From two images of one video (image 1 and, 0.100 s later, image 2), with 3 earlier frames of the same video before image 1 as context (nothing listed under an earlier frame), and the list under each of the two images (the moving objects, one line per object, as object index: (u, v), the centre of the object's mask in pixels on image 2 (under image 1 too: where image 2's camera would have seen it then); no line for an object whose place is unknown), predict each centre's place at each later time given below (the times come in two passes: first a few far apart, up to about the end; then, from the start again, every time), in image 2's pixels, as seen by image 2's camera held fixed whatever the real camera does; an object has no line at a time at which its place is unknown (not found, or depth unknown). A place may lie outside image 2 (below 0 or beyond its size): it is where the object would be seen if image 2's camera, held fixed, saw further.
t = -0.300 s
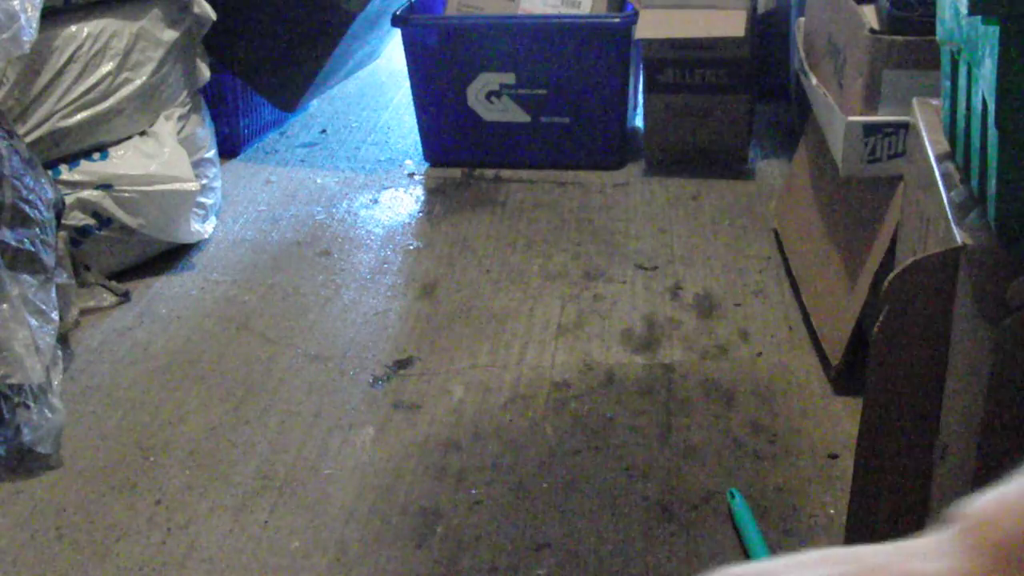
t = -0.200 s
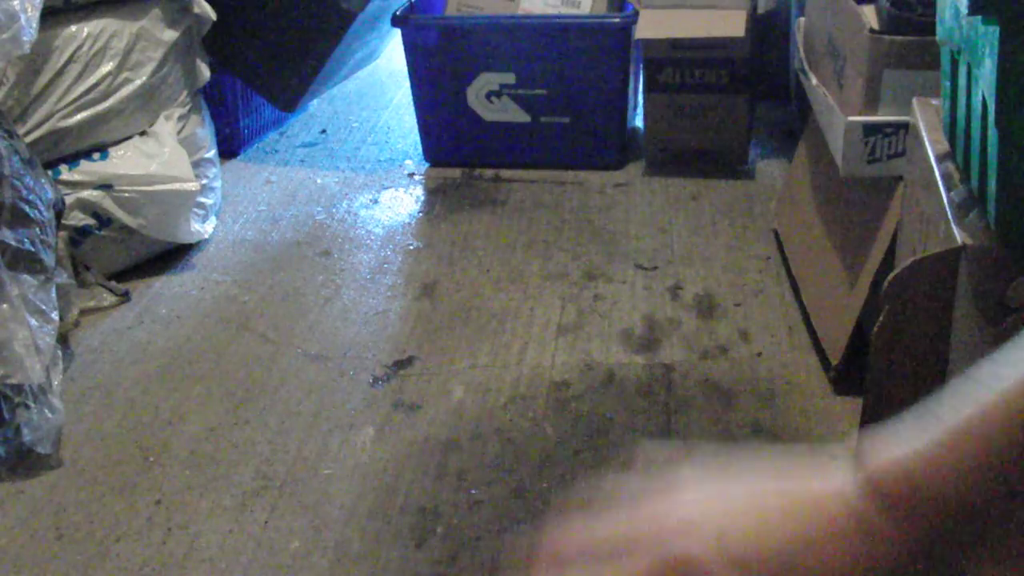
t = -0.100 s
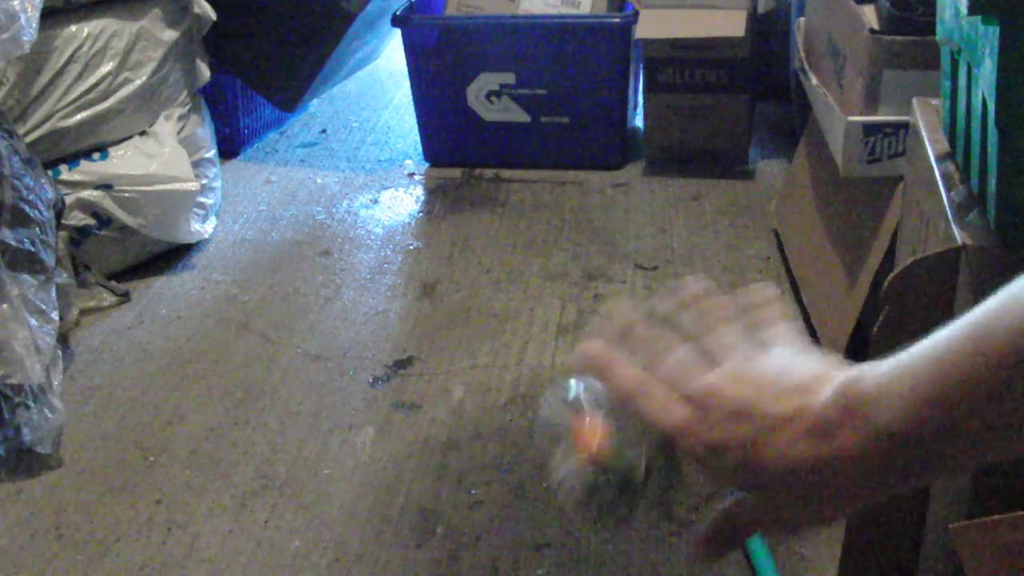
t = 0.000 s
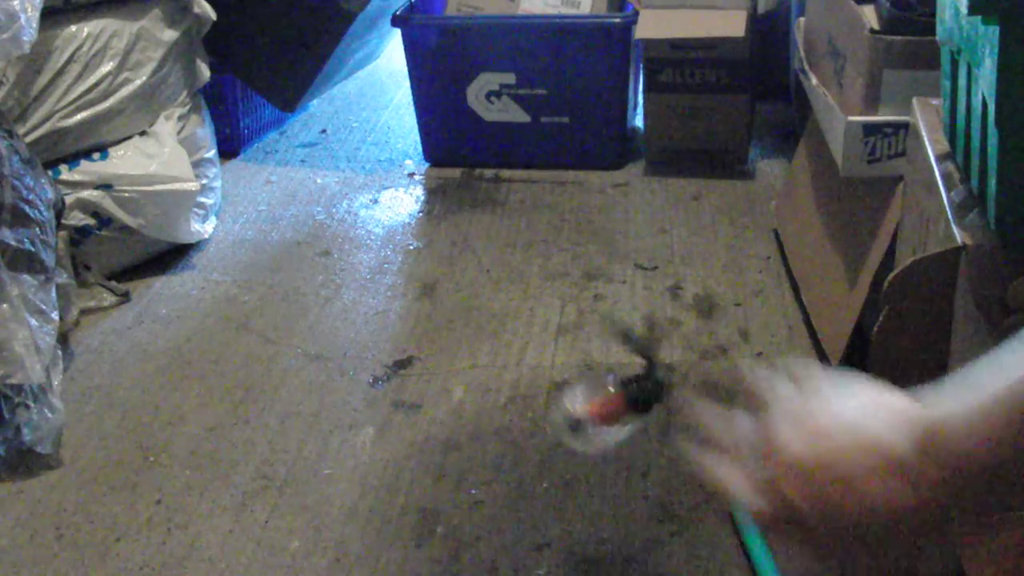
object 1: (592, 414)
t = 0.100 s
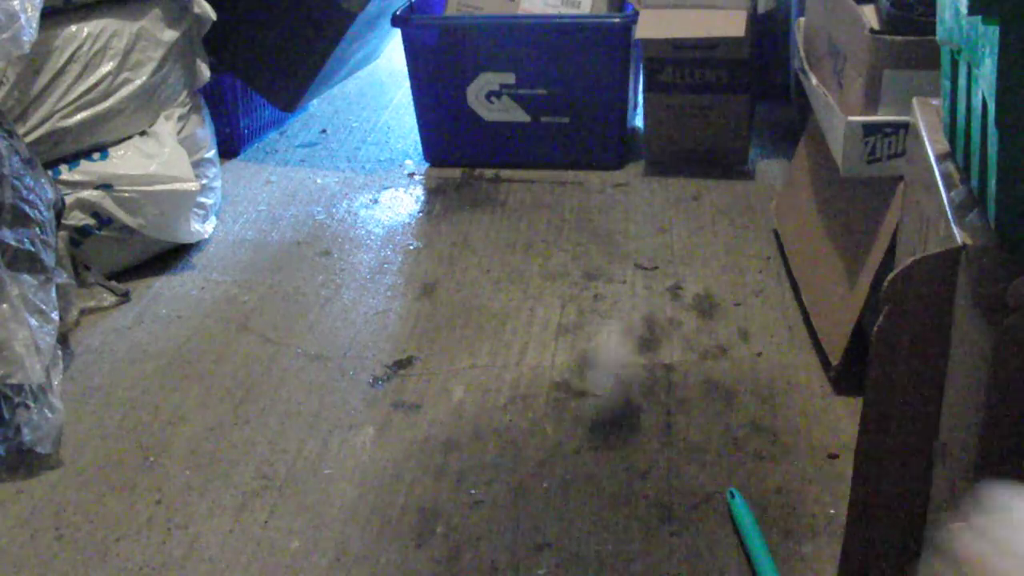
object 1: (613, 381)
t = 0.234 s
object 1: (605, 208)
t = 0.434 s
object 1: (615, 182)
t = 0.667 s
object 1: (663, 149)
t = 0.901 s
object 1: (697, 164)
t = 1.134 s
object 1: (718, 164)
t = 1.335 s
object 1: (722, 165)
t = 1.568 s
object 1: (722, 164)
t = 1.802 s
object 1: (722, 164)
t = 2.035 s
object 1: (722, 164)
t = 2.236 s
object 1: (722, 164)
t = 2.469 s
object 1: (725, 165)
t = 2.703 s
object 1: (723, 164)
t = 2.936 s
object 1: (724, 165)
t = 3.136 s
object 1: (724, 165)
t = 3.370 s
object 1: (724, 164)
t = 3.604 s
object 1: (724, 164)
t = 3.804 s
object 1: (724, 164)
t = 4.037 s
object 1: (724, 166)
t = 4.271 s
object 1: (724, 165)
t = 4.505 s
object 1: (724, 165)
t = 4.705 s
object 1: (724, 165)
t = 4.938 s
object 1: (723, 164)
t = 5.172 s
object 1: (723, 165)
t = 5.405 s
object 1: (723, 165)
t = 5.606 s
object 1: (724, 165)
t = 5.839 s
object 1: (723, 165)
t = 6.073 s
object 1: (724, 165)
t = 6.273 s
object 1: (723, 165)
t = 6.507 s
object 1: (723, 164)
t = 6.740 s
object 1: (723, 164)
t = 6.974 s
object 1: (723, 163)
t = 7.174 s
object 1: (724, 165)
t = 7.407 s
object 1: (723, 164)
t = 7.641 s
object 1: (723, 164)
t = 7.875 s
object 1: (724, 164)
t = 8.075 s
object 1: (723, 164)
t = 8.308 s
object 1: (723, 163)
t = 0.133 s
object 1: (615, 329)
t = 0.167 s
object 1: (612, 268)
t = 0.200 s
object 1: (610, 245)
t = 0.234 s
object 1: (605, 208)
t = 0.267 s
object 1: (606, 191)
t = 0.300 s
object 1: (610, 177)
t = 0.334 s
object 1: (612, 169)
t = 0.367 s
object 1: (613, 176)
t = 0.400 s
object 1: (612, 172)
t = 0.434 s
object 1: (615, 182)
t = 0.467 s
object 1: (615, 172)
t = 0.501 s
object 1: (615, 154)
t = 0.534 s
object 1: (618, 141)
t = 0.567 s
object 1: (627, 132)
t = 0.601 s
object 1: (639, 128)
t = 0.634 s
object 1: (651, 144)
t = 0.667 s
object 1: (663, 149)
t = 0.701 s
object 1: (670, 152)
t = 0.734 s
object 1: (677, 157)
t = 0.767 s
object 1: (683, 162)
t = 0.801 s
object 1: (686, 162)
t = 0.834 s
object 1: (690, 164)
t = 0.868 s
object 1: (694, 163)
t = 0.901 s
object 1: (697, 164)
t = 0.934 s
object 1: (700, 164)
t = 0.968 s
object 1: (704, 164)
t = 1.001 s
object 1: (706, 165)
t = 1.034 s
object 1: (710, 165)
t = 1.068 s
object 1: (713, 165)
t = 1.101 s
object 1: (715, 165)
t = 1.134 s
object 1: (718, 164)
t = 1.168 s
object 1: (720, 164)
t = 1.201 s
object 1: (722, 164)
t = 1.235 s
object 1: (722, 165)
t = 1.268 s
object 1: (722, 164)
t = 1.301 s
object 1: (722, 165)
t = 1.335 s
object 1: (722, 165)
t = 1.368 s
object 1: (722, 164)
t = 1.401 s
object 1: (722, 164)
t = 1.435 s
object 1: (722, 164)
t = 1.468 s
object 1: (722, 164)
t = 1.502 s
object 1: (722, 164)
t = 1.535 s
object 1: (722, 164)
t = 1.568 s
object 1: (722, 164)
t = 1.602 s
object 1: (722, 165)
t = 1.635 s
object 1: (722, 164)
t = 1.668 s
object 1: (722, 164)
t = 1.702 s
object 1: (722, 164)
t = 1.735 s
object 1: (722, 164)
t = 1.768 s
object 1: (722, 164)
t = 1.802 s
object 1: (722, 164)
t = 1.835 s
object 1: (722, 164)
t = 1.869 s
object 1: (722, 164)
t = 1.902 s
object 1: (722, 164)
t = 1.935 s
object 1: (722, 164)
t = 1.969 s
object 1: (722, 164)
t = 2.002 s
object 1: (722, 164)
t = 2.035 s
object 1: (722, 164)
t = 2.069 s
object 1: (722, 164)
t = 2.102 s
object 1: (722, 164)
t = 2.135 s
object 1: (722, 164)
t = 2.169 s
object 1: (722, 164)
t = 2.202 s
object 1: (722, 164)
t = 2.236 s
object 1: (722, 164)
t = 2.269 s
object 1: (722, 164)
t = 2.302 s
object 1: (722, 165)
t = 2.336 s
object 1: (722, 165)
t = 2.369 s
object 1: (723, 165)
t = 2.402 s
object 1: (724, 165)
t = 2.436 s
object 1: (725, 164)
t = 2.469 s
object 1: (725, 165)
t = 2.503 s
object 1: (725, 165)
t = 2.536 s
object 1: (725, 165)
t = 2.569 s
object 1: (725, 165)
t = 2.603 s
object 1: (724, 165)
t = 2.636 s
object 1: (723, 165)
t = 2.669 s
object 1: (723, 164)
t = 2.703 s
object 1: (723, 164)
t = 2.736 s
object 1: (724, 165)
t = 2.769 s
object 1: (724, 165)
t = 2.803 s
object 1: (725, 165)
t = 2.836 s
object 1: (724, 165)
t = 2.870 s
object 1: (724, 165)
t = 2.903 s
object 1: (724, 165)
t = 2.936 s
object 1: (724, 165)
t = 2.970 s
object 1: (724, 165)
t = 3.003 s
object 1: (724, 165)
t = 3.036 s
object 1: (725, 165)
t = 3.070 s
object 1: (725, 165)
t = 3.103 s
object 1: (724, 165)
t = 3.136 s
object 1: (724, 165)
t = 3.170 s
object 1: (723, 165)
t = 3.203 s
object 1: (723, 164)
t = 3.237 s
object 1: (724, 165)
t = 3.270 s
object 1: (724, 165)
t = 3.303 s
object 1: (724, 164)
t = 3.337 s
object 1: (724, 164)
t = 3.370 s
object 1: (724, 164)
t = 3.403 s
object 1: (724, 165)
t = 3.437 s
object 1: (724, 164)
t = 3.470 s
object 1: (724, 164)
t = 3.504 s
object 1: (724, 165)
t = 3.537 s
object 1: (724, 164)
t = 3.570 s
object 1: (723, 164)
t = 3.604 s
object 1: (724, 164)
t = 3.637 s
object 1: (724, 164)
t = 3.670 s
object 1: (724, 164)
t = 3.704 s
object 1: (724, 164)
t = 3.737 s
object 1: (724, 164)
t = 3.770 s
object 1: (723, 164)
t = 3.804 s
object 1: (724, 164)
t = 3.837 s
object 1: (724, 164)
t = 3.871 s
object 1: (724, 165)
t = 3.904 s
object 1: (724, 165)
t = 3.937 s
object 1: (723, 165)
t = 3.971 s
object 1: (724, 165)
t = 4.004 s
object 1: (724, 165)
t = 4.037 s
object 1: (724, 166)
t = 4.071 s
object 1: (724, 166)
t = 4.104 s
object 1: (724, 165)
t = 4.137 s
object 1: (724, 166)
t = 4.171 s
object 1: (724, 165)
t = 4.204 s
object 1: (724, 165)
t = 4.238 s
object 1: (724, 165)
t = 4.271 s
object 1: (724, 165)
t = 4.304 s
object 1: (724, 165)
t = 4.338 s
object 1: (724, 165)
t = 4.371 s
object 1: (724, 165)
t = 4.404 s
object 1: (724, 165)
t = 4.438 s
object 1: (724, 165)
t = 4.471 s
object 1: (724, 165)
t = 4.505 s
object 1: (724, 165)
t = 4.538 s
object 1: (724, 165)
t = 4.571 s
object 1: (724, 165)
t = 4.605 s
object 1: (725, 165)
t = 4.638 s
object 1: (724, 165)
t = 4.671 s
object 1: (724, 165)
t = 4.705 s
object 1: (724, 165)
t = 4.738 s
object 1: (724, 165)
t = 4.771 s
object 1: (724, 165)
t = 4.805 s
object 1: (724, 165)
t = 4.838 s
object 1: (724, 165)
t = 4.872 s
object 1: (723, 165)
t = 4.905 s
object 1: (723, 164)
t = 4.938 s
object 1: (723, 164)
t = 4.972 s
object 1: (723, 164)
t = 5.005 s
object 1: (724, 165)
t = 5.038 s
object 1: (724, 164)
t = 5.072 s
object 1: (723, 165)
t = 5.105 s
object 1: (723, 165)
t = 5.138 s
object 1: (723, 165)
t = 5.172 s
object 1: (723, 165)
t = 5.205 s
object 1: (723, 165)
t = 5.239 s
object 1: (723, 165)
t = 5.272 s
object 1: (723, 165)
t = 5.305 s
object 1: (723, 165)
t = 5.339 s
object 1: (724, 165)
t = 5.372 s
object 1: (724, 165)
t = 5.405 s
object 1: (723, 165)
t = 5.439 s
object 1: (723, 165)
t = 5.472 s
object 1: (723, 165)
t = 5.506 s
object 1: (724, 165)
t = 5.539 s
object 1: (724, 165)
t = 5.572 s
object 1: (724, 165)
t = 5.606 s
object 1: (724, 165)
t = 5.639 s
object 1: (724, 165)
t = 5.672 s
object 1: (724, 165)
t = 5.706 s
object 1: (724, 165)
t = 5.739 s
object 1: (723, 165)
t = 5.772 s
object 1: (724, 165)
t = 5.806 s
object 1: (723, 165)
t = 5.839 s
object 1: (723, 165)
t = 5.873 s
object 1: (724, 165)
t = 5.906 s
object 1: (723, 164)
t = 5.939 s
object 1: (723, 164)
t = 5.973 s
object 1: (723, 164)
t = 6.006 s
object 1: (724, 165)
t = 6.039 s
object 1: (723, 164)
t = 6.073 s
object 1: (724, 165)
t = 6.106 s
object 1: (723, 164)
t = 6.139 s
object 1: (723, 164)
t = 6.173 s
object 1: (723, 165)
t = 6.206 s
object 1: (723, 165)
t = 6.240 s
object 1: (723, 165)
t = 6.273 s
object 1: (723, 165)
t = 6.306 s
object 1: (723, 165)
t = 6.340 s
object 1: (723, 164)
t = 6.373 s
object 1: (724, 165)
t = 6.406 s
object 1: (723, 165)
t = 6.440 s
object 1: (724, 165)
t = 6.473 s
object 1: (723, 165)
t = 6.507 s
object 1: (723, 164)
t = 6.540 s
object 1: (723, 165)
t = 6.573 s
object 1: (723, 165)
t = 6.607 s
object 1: (723, 164)
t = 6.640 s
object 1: (724, 165)
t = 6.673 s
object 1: (724, 165)
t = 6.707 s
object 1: (723, 164)
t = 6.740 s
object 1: (723, 164)
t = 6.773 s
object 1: (723, 164)
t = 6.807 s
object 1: (723, 164)
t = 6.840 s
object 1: (723, 164)
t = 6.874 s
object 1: (723, 165)
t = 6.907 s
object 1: (723, 165)
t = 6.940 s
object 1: (724, 165)
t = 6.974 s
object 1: (723, 163)
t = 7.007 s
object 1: (723, 164)
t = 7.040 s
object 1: (724, 165)
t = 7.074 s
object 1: (723, 164)
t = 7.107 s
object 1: (723, 164)
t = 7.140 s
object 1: (724, 165)
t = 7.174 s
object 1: (724, 165)
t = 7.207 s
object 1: (723, 164)
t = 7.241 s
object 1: (724, 165)
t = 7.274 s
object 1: (724, 165)
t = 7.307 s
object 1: (724, 165)
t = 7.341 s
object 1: (723, 164)
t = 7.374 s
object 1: (724, 165)
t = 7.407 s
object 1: (723, 164)
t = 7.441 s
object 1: (723, 164)
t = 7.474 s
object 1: (724, 165)
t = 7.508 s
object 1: (723, 164)
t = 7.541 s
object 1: (723, 164)
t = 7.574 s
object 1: (723, 164)
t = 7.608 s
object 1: (723, 164)
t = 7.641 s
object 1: (723, 164)
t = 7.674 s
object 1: (723, 164)
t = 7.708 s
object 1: (723, 164)
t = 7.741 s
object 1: (723, 164)
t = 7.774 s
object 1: (723, 164)
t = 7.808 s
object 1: (723, 164)
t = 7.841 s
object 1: (723, 164)
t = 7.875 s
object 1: (724, 164)
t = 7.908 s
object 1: (723, 164)
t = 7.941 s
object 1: (723, 164)
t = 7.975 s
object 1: (723, 164)
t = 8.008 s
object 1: (723, 164)
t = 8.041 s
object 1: (723, 164)
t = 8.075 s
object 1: (723, 164)
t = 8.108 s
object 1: (723, 163)
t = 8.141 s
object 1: (723, 164)
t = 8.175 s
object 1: (723, 163)
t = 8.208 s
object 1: (723, 163)
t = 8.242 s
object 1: (723, 163)
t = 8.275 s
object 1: (723, 163)
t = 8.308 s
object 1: (723, 163)
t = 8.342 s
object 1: (723, 164)
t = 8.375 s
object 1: (723, 163)
